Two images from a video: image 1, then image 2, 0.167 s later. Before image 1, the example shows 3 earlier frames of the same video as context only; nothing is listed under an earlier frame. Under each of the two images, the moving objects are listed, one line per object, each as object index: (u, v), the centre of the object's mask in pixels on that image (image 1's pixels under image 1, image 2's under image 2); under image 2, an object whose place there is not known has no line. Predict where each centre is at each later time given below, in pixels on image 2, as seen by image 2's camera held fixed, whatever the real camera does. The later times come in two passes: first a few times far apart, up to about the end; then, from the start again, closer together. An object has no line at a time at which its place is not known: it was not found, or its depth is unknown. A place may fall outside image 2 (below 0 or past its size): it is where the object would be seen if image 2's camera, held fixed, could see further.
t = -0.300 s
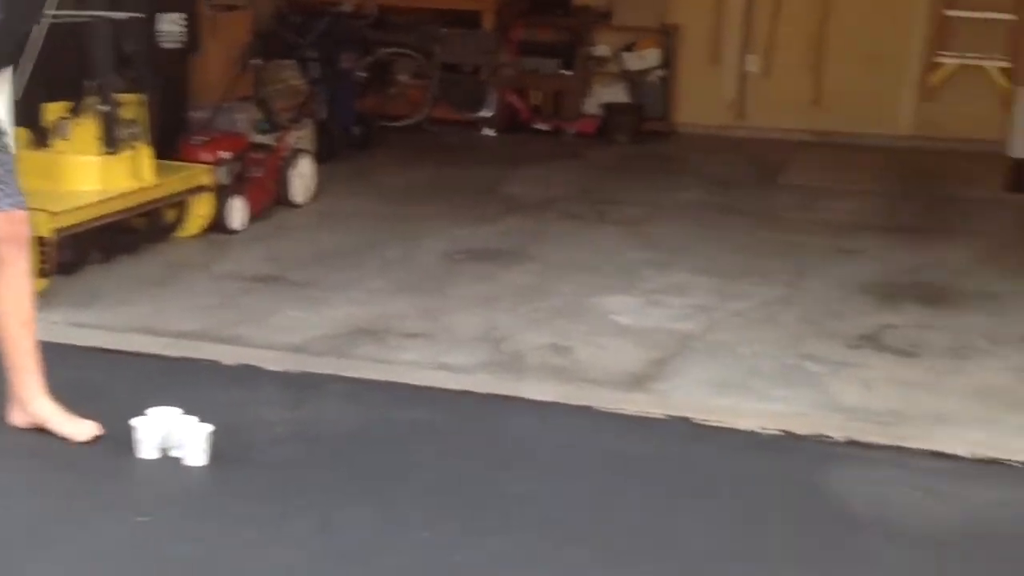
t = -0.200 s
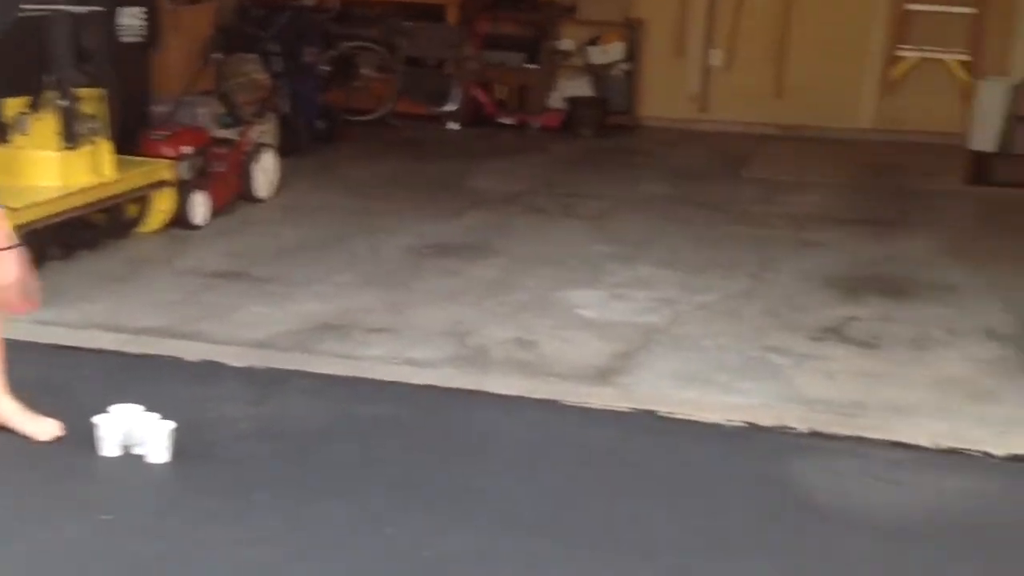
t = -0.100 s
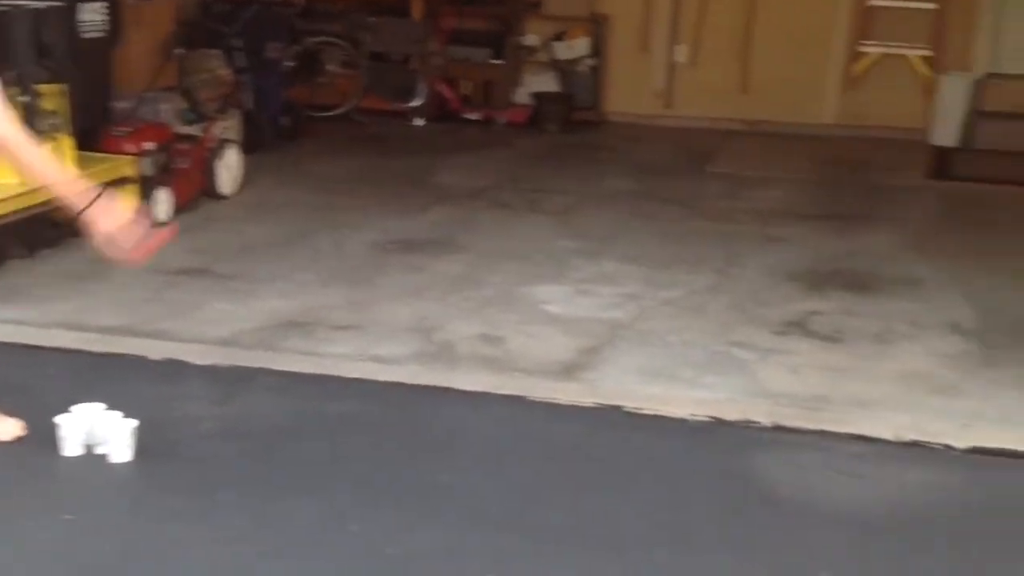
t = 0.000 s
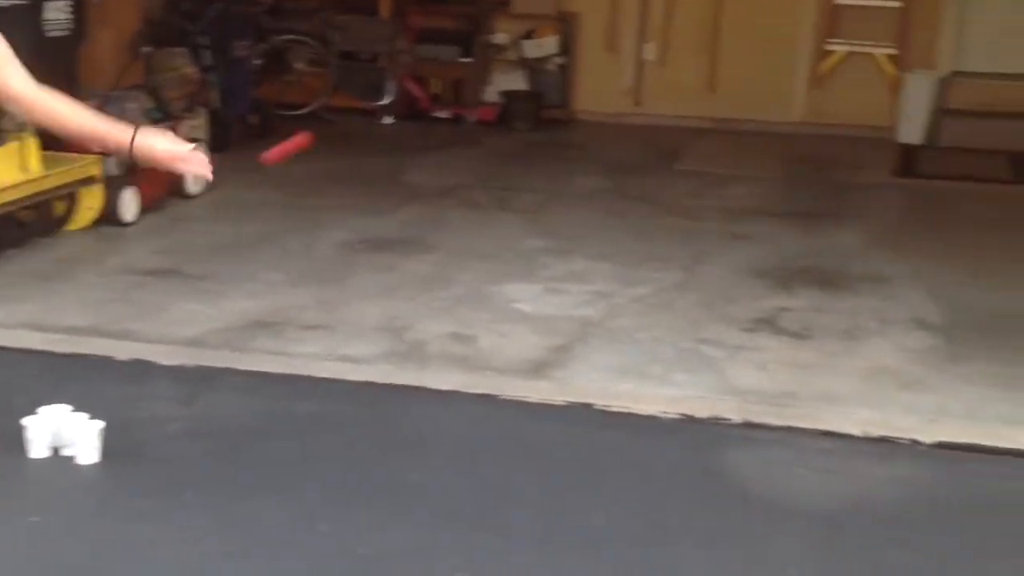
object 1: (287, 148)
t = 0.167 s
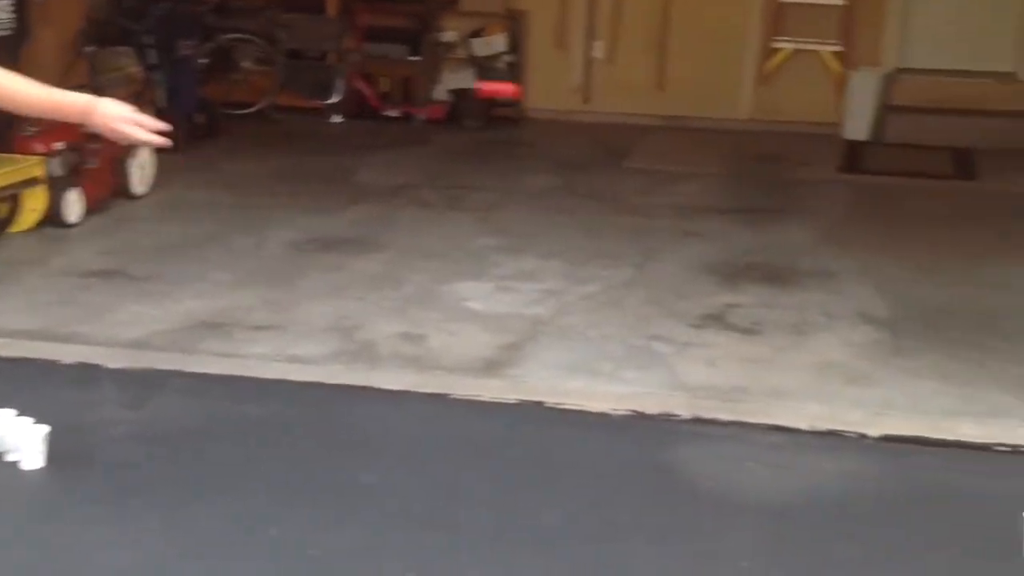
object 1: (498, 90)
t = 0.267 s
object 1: (644, 119)
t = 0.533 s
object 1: (950, 417)
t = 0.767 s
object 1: (985, 460)
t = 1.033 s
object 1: (883, 542)
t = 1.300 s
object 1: (884, 501)
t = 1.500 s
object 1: (882, 536)
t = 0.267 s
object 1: (644, 119)
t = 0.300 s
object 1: (688, 140)
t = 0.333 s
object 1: (733, 166)
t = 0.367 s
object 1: (774, 197)
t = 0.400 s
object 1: (813, 231)
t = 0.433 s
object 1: (850, 271)
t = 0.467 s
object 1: (887, 316)
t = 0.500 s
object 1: (918, 363)
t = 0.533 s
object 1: (950, 417)
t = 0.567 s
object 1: (977, 472)
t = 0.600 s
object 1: (1001, 527)
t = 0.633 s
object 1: (1017, 526)
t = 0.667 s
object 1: (1013, 502)
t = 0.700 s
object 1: (1005, 484)
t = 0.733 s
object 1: (996, 470)
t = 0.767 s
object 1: (985, 460)
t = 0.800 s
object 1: (976, 455)
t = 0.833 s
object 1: (964, 454)
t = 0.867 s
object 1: (952, 457)
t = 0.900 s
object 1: (939, 465)
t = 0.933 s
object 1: (926, 477)
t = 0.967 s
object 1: (913, 495)
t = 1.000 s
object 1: (898, 515)
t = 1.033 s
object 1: (883, 542)
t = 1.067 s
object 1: (877, 547)
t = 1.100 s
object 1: (880, 529)
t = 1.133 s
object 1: (881, 513)
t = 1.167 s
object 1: (883, 502)
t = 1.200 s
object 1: (884, 495)
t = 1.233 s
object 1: (885, 494)
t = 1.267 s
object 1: (885, 495)
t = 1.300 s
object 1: (884, 501)
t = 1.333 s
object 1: (884, 513)
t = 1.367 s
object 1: (882, 530)
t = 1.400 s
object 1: (880, 550)
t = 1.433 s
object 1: (879, 563)
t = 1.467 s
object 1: (880, 547)
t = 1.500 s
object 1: (882, 536)
